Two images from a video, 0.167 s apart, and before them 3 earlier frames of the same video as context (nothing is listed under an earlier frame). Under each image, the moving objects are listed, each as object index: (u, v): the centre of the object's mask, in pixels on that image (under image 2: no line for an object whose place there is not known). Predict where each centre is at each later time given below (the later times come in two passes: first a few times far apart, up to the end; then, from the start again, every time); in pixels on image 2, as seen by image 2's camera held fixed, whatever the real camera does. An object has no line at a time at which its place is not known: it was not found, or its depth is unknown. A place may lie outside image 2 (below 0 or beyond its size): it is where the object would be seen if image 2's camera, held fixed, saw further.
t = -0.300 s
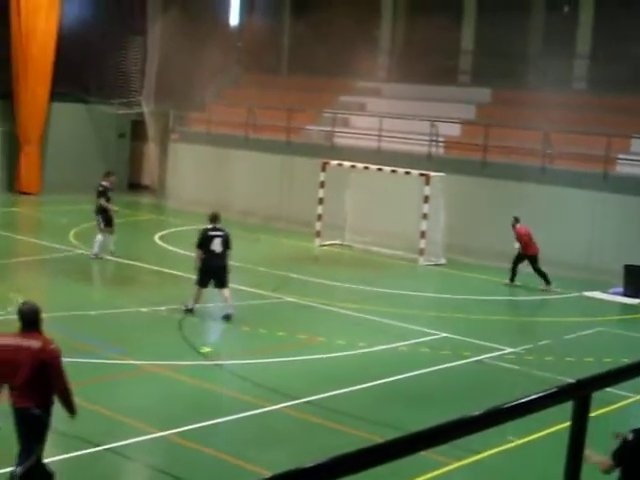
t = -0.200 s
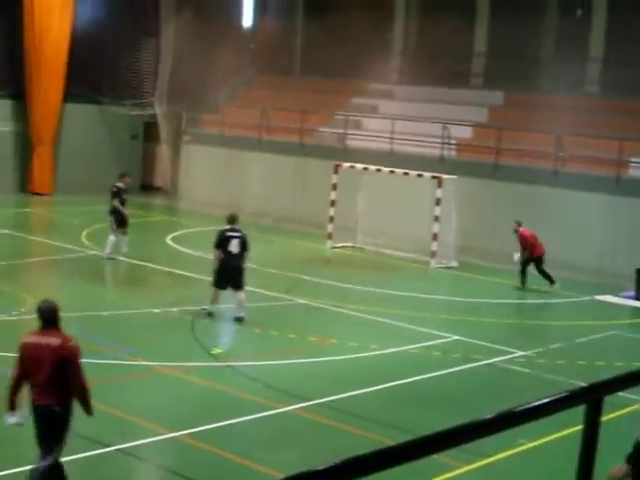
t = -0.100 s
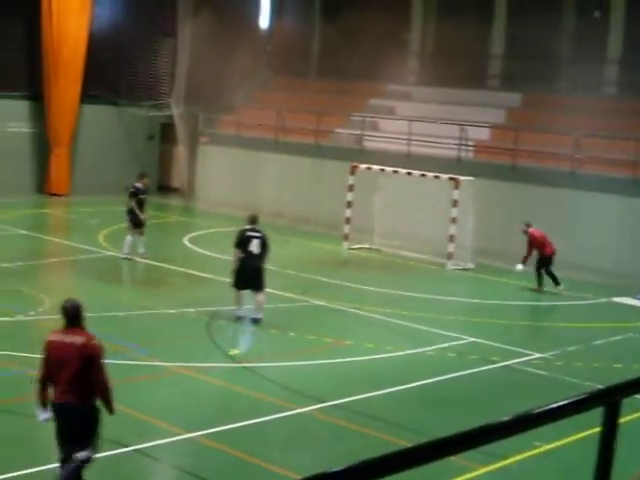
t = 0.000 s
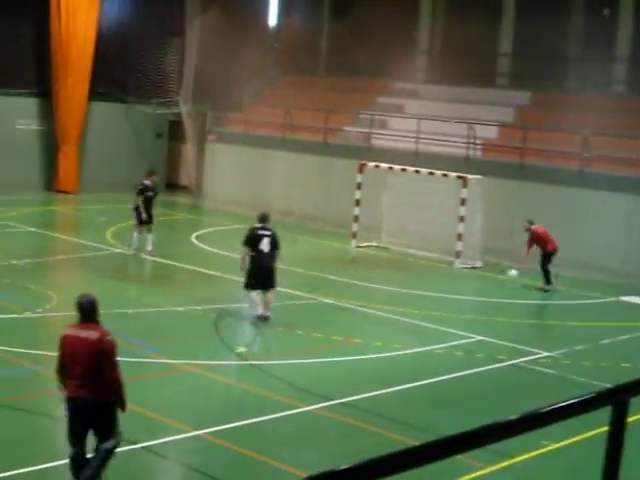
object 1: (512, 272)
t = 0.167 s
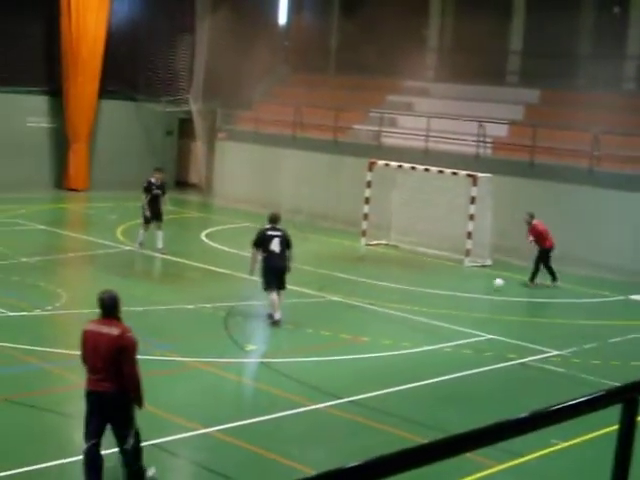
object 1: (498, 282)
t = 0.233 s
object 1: (490, 281)
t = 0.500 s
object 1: (455, 291)
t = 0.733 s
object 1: (424, 296)
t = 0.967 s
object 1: (392, 301)
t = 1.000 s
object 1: (388, 302)
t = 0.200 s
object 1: (494, 281)
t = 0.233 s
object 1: (490, 281)
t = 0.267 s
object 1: (486, 281)
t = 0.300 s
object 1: (482, 282)
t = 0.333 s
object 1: (477, 283)
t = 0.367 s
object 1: (473, 285)
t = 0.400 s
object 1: (467, 288)
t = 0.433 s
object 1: (464, 290)
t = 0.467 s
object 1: (459, 291)
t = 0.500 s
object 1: (455, 291)
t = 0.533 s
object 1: (450, 291)
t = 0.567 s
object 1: (446, 293)
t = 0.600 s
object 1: (442, 294)
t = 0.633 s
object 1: (438, 293)
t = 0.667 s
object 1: (433, 294)
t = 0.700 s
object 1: (429, 295)
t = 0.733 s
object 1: (424, 296)
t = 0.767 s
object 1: (419, 297)
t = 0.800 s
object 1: (414, 297)
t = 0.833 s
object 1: (410, 298)
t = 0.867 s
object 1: (406, 298)
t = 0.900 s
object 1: (402, 299)
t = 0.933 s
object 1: (397, 300)
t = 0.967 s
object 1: (392, 301)
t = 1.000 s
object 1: (388, 302)
